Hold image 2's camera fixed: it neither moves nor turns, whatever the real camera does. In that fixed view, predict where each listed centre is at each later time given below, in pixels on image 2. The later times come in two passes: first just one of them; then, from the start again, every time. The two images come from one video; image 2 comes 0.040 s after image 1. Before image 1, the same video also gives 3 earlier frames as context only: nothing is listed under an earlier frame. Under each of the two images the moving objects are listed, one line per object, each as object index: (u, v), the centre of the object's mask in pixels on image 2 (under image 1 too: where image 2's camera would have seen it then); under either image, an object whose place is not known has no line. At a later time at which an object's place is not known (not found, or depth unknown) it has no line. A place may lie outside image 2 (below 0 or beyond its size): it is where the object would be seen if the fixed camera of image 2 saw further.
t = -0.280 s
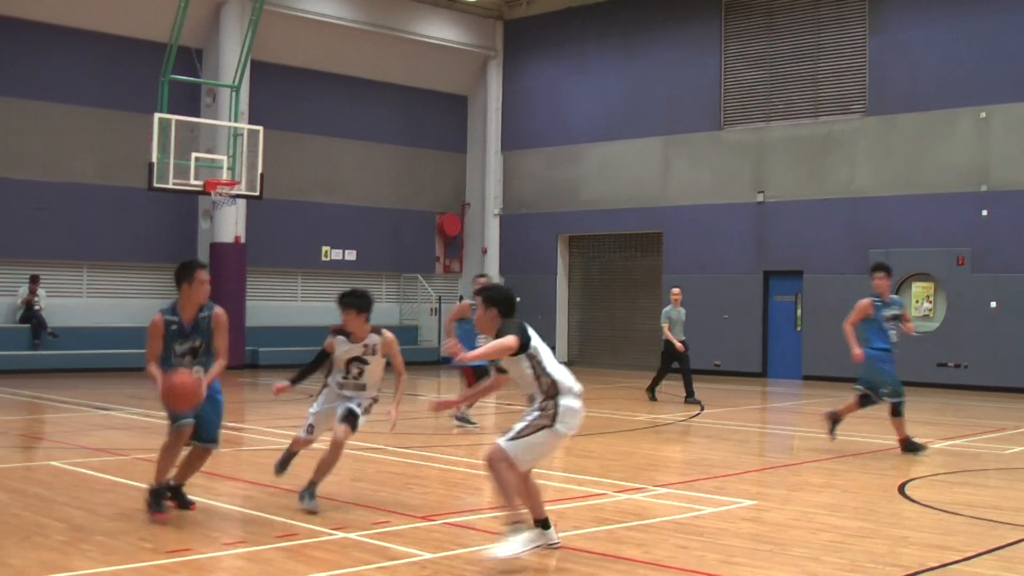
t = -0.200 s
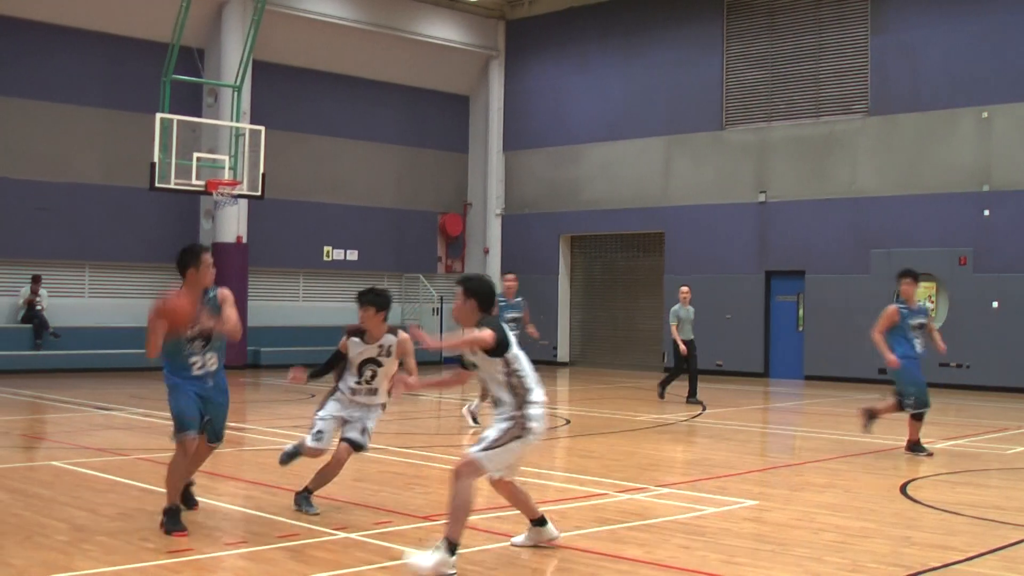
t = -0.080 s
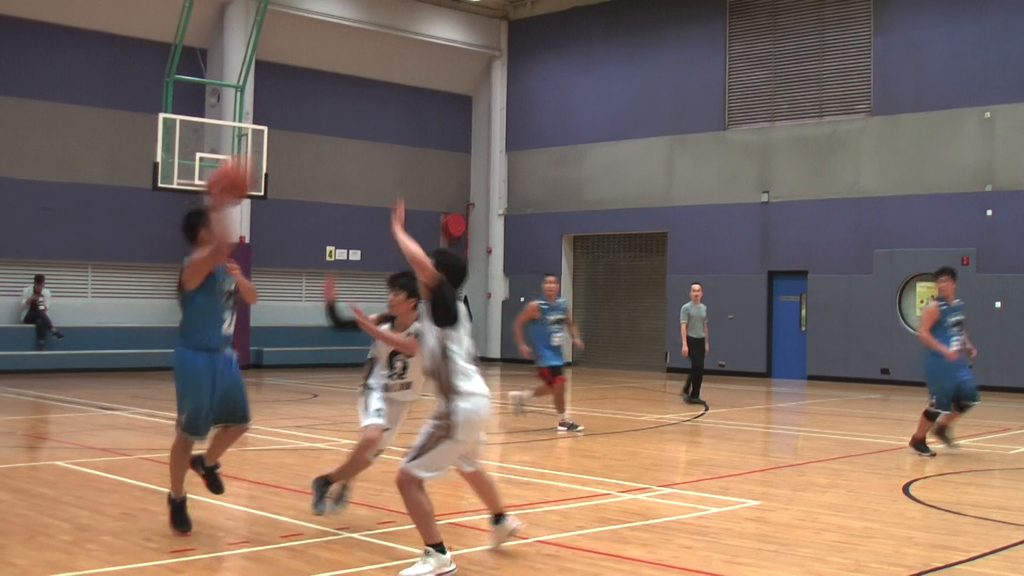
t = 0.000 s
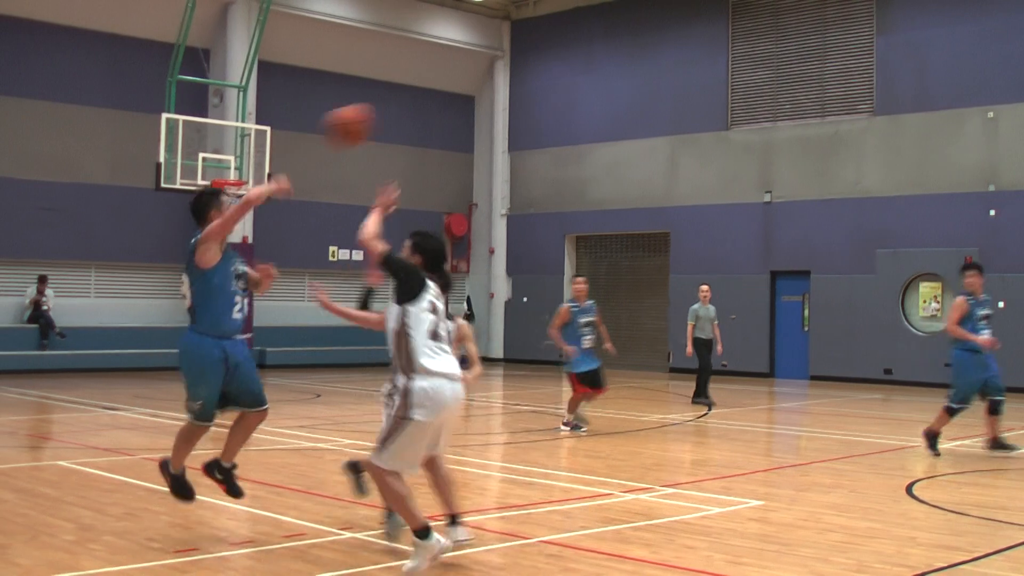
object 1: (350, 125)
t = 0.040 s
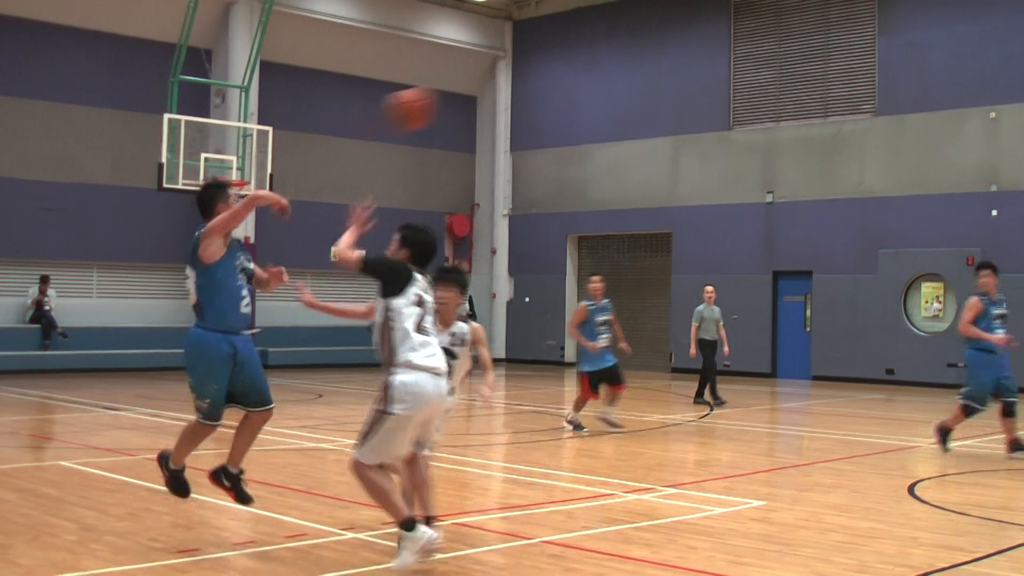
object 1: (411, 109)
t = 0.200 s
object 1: (625, 68)
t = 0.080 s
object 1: (468, 94)
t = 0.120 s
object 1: (525, 82)
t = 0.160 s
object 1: (575, 74)
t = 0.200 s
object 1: (625, 68)
